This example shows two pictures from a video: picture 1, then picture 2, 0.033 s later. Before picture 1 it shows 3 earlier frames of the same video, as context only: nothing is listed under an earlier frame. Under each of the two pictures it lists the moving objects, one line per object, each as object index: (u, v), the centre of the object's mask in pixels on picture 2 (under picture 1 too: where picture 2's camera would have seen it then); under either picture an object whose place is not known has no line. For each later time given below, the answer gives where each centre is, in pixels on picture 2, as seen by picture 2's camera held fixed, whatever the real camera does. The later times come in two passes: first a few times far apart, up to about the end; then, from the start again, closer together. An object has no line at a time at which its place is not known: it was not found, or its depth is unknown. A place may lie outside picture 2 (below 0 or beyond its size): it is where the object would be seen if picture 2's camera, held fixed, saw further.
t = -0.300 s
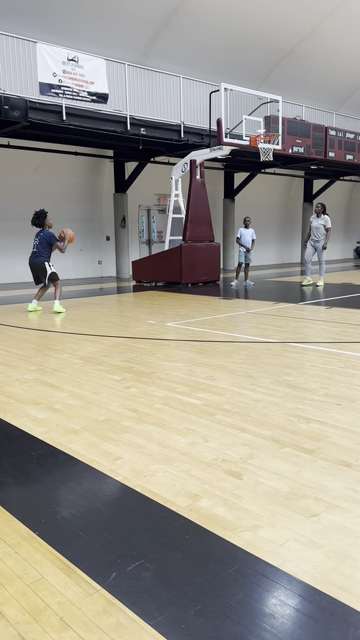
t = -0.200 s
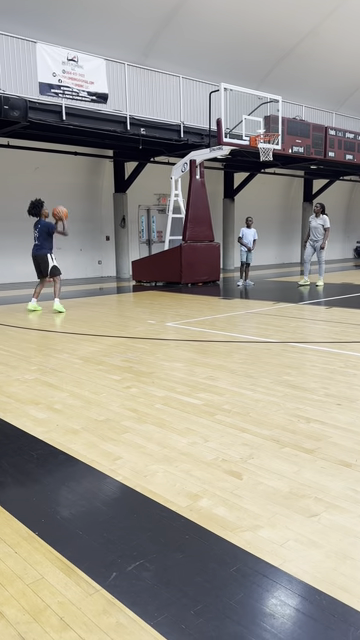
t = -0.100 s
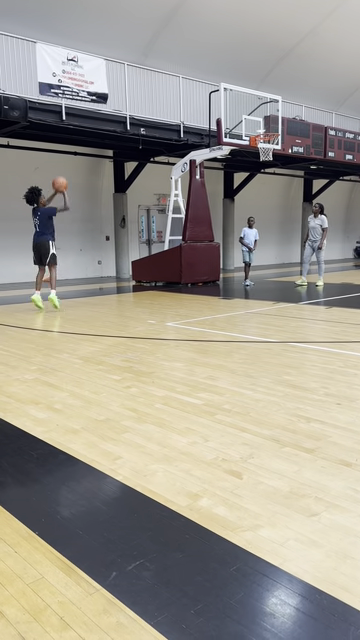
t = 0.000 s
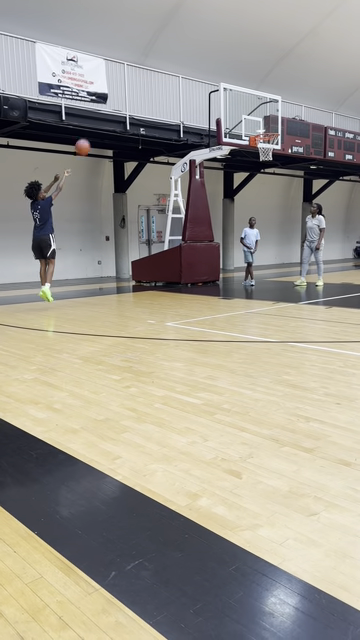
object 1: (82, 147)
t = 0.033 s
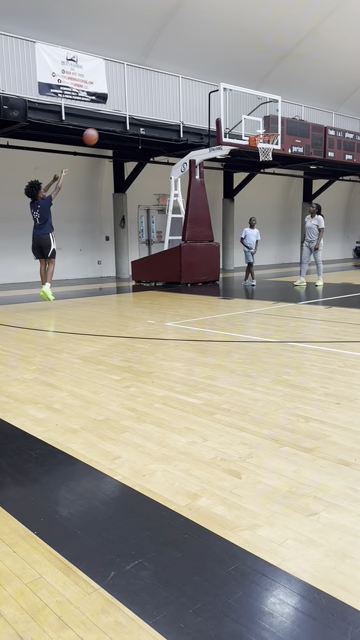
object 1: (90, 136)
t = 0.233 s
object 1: (138, 91)
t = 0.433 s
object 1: (181, 74)
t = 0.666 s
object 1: (225, 83)
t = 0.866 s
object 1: (258, 114)
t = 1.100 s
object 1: (269, 132)
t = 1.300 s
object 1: (263, 130)
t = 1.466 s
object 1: (272, 132)
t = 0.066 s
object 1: (99, 126)
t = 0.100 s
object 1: (106, 118)
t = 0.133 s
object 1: (115, 109)
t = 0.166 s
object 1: (122, 102)
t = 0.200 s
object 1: (130, 96)
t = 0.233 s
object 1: (138, 91)
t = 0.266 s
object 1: (145, 86)
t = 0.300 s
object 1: (152, 82)
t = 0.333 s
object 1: (160, 79)
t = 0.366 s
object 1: (167, 77)
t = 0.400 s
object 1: (174, 74)
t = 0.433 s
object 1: (181, 74)
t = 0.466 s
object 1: (188, 73)
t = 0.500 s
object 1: (194, 73)
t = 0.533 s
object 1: (201, 74)
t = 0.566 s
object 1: (207, 76)
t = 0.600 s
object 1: (213, 78)
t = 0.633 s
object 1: (219, 80)
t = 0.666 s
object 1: (225, 83)
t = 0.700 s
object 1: (231, 87)
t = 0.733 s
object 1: (237, 92)
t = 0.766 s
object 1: (242, 96)
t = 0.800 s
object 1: (247, 101)
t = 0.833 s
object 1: (253, 107)
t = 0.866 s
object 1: (258, 114)
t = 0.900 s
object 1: (263, 121)
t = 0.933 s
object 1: (268, 127)
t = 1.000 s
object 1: (267, 133)
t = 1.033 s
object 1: (261, 132)
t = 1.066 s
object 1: (266, 131)
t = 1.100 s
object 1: (269, 132)
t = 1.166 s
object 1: (270, 130)
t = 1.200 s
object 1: (266, 130)
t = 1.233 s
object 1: (264, 130)
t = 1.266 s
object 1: (261, 130)
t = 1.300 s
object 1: (263, 130)
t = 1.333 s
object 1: (265, 129)
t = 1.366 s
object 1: (266, 129)
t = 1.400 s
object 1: (268, 129)
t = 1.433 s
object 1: (270, 131)
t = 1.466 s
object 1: (272, 132)
